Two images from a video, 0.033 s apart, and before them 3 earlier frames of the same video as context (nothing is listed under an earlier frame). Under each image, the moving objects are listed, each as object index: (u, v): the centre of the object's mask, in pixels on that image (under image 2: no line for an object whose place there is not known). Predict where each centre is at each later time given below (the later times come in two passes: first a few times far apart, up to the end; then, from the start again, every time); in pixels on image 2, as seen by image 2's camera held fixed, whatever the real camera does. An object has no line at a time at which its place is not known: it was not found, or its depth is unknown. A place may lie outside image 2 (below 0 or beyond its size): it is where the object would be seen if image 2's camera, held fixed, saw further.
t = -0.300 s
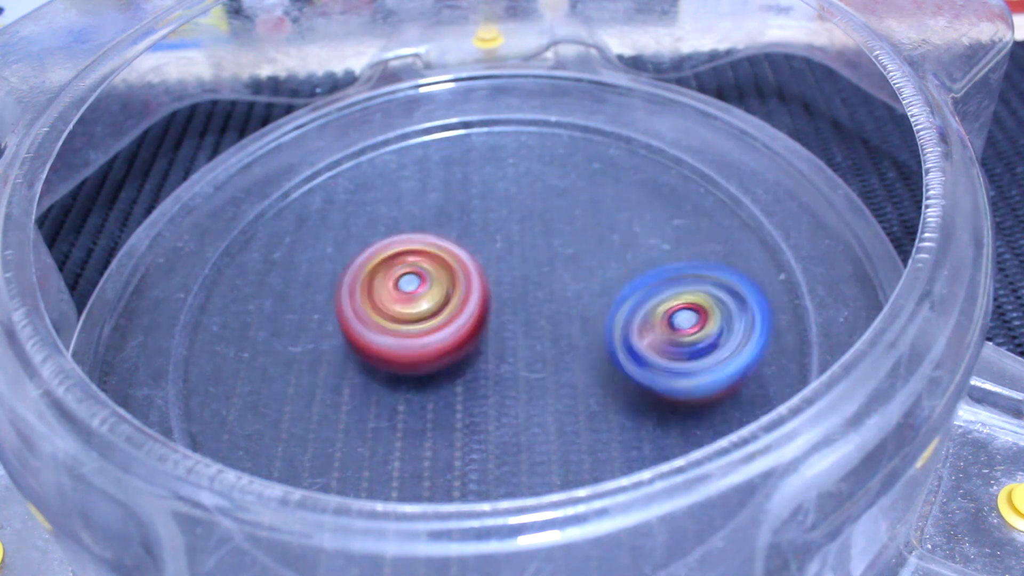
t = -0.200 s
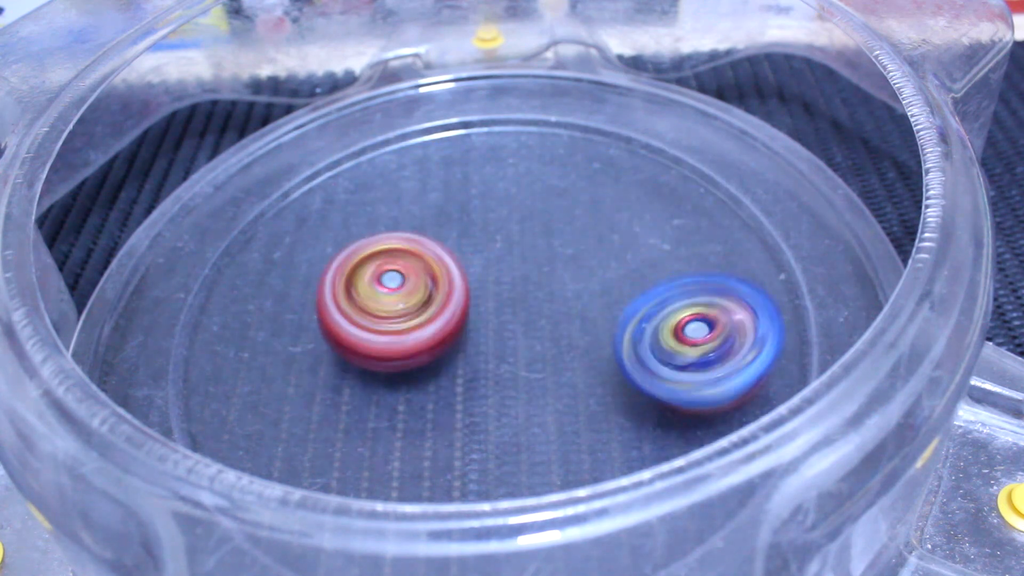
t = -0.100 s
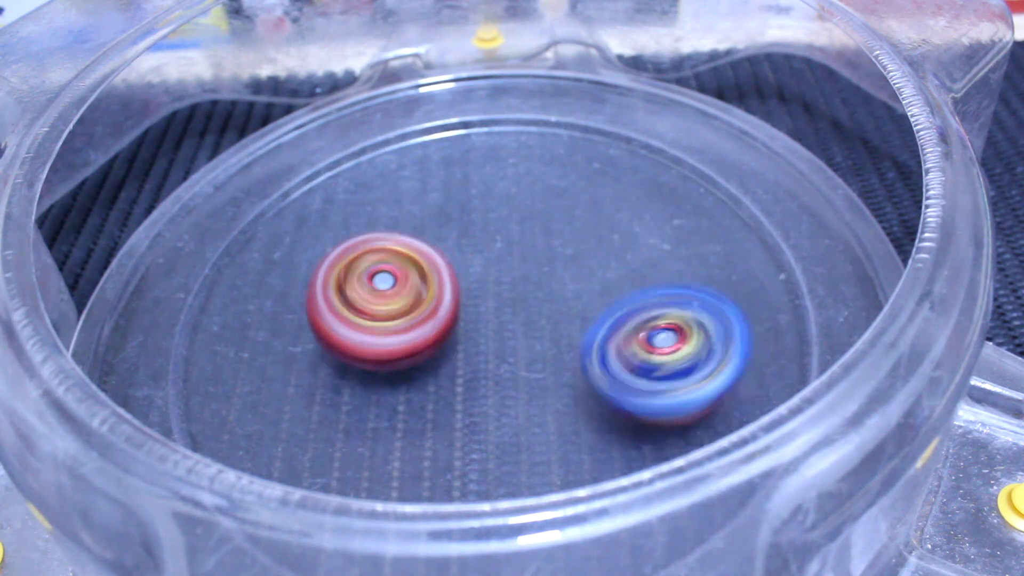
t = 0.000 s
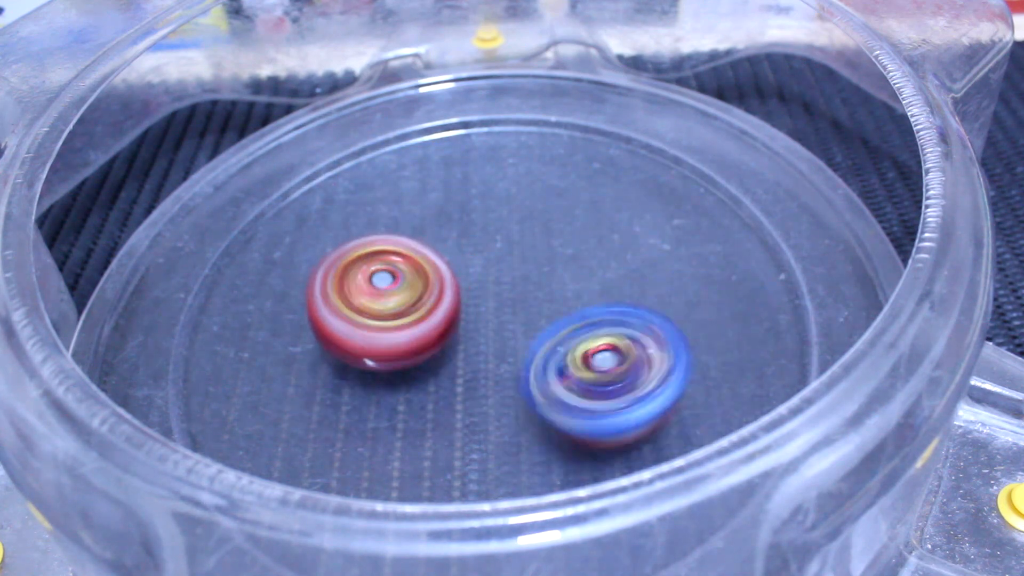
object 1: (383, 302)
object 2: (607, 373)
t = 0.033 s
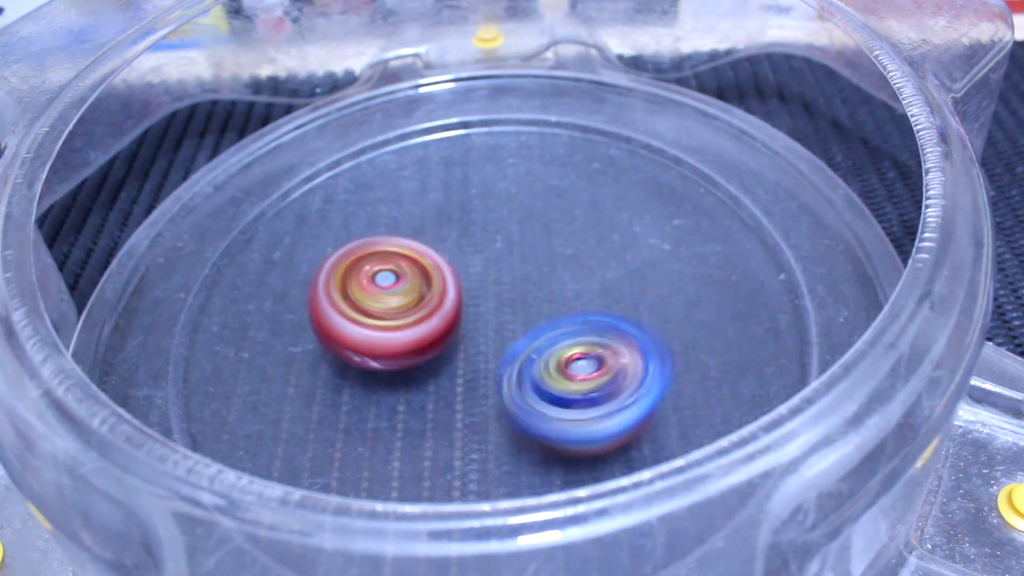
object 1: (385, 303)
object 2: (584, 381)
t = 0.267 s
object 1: (381, 284)
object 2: (468, 443)
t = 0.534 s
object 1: (415, 295)
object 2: (453, 431)
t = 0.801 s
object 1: (481, 217)
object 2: (425, 428)
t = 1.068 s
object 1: (514, 243)
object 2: (374, 357)
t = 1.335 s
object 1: (528, 245)
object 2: (325, 391)
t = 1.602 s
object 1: (531, 270)
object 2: (376, 347)
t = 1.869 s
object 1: (550, 271)
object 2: (369, 343)
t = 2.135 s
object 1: (553, 271)
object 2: (377, 360)
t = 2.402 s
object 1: (570, 259)
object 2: (357, 354)
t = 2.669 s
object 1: (552, 272)
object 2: (382, 341)
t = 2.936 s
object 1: (561, 277)
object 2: (392, 327)
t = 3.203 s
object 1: (595, 270)
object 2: (376, 322)
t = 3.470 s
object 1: (588, 264)
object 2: (353, 338)
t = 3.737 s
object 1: (560, 296)
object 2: (378, 323)
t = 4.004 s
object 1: (565, 325)
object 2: (396, 324)
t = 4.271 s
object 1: (576, 328)
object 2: (402, 339)
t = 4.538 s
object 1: (556, 318)
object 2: (402, 338)
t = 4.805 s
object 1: (533, 315)
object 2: (374, 327)
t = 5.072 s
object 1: (526, 327)
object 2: (365, 337)
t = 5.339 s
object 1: (521, 331)
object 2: (384, 351)
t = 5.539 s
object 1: (506, 329)
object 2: (378, 348)
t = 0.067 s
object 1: (388, 303)
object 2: (561, 389)
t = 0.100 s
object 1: (391, 304)
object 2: (538, 396)
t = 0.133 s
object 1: (395, 305)
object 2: (514, 403)
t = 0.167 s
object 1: (398, 306)
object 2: (490, 410)
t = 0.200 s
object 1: (395, 301)
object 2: (480, 424)
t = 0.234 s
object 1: (386, 292)
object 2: (473, 436)
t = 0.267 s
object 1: (381, 284)
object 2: (468, 443)
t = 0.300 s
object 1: (378, 280)
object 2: (465, 450)
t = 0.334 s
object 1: (378, 278)
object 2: (464, 453)
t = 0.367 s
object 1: (380, 278)
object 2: (465, 455)
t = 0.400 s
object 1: (384, 281)
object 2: (464, 455)
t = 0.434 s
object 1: (389, 284)
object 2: (465, 452)
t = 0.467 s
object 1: (397, 287)
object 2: (464, 448)
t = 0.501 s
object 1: (405, 290)
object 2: (460, 440)
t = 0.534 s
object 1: (415, 295)
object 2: (453, 431)
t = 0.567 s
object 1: (423, 294)
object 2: (445, 419)
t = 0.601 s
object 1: (429, 284)
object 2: (437, 424)
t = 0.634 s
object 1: (438, 259)
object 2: (433, 431)
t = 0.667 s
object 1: (450, 243)
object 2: (430, 435)
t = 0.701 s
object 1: (462, 232)
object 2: (426, 436)
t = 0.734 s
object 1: (469, 223)
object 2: (425, 436)
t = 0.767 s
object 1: (476, 218)
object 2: (425, 433)
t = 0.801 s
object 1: (481, 217)
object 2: (425, 428)
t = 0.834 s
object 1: (486, 220)
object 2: (424, 420)
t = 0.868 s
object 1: (490, 223)
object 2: (422, 410)
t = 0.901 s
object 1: (495, 227)
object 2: (418, 397)
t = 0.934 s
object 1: (499, 234)
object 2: (415, 385)
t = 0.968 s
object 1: (502, 242)
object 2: (409, 372)
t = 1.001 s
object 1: (502, 248)
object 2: (405, 360)
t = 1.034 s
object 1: (503, 254)
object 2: (398, 348)
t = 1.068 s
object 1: (514, 243)
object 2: (374, 357)
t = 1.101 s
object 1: (524, 235)
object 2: (357, 364)
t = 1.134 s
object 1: (527, 229)
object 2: (342, 370)
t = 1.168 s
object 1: (530, 229)
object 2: (330, 376)
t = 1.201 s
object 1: (530, 232)
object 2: (321, 382)
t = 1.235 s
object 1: (529, 233)
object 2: (316, 387)
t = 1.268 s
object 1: (529, 238)
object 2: (316, 390)
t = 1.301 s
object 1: (529, 243)
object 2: (318, 392)
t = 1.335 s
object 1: (528, 245)
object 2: (325, 391)
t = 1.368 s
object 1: (528, 250)
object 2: (336, 388)
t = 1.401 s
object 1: (527, 256)
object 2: (346, 382)
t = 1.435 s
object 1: (524, 261)
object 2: (358, 373)
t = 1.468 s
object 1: (523, 266)
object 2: (367, 364)
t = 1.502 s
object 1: (520, 273)
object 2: (379, 353)
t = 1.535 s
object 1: (519, 278)
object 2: (383, 343)
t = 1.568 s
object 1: (527, 271)
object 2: (378, 346)
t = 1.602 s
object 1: (531, 270)
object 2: (376, 347)
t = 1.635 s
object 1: (531, 268)
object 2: (375, 346)
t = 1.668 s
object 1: (533, 269)
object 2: (375, 346)
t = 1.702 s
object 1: (533, 272)
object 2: (378, 344)
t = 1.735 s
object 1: (534, 273)
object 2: (382, 342)
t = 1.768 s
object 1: (535, 276)
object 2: (388, 338)
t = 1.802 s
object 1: (535, 277)
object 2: (392, 334)
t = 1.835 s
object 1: (545, 272)
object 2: (382, 338)
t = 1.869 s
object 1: (550, 271)
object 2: (369, 343)
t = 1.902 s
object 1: (552, 269)
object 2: (359, 348)
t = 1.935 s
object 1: (555, 269)
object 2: (353, 354)
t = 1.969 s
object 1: (556, 270)
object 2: (350, 358)
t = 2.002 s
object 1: (558, 268)
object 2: (351, 362)
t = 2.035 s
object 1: (559, 270)
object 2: (353, 364)
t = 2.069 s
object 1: (558, 268)
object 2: (359, 364)
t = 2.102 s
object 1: (557, 270)
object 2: (366, 363)
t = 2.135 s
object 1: (553, 271)
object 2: (377, 360)
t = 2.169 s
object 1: (552, 272)
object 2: (386, 355)
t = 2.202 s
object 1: (548, 276)
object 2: (397, 347)
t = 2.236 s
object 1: (545, 277)
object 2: (406, 340)
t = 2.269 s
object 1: (553, 270)
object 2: (396, 341)
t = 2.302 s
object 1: (563, 264)
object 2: (385, 345)
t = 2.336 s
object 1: (567, 260)
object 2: (374, 348)
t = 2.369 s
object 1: (569, 259)
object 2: (363, 351)
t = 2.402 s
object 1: (570, 259)
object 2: (357, 354)
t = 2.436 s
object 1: (571, 260)
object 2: (353, 356)
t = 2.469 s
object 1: (572, 260)
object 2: (351, 357)
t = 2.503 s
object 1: (570, 261)
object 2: (352, 357)
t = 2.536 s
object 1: (567, 262)
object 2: (355, 357)
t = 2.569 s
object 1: (564, 264)
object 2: (360, 354)
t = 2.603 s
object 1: (560, 266)
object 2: (365, 351)
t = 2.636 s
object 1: (556, 270)
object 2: (374, 346)
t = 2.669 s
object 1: (552, 272)
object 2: (382, 341)
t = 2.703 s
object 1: (547, 277)
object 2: (390, 334)
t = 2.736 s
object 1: (544, 280)
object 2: (399, 328)
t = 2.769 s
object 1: (550, 276)
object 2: (390, 327)
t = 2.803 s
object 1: (555, 274)
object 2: (390, 328)
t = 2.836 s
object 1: (558, 271)
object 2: (386, 328)
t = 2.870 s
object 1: (558, 273)
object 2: (388, 328)
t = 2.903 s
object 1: (558, 274)
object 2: (386, 327)
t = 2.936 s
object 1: (561, 277)
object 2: (392, 327)
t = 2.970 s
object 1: (562, 276)
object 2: (392, 325)
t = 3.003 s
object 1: (562, 280)
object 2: (398, 322)
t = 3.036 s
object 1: (561, 280)
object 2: (402, 320)
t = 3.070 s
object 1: (562, 284)
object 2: (407, 317)
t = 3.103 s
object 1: (563, 282)
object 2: (409, 316)
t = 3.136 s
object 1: (581, 278)
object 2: (394, 318)
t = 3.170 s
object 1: (590, 272)
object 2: (387, 320)
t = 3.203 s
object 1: (595, 270)
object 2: (376, 322)
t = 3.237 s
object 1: (599, 267)
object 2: (363, 325)
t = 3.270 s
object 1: (600, 267)
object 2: (353, 327)
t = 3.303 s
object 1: (603, 264)
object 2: (347, 330)
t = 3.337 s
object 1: (602, 264)
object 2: (340, 333)
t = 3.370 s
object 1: (602, 261)
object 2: (340, 335)
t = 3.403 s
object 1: (597, 262)
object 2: (342, 337)
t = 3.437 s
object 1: (594, 263)
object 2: (346, 339)
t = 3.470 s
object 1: (588, 264)
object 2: (353, 338)
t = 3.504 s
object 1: (583, 267)
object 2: (360, 337)
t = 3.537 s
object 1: (576, 270)
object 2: (371, 336)
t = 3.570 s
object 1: (570, 276)
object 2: (377, 334)
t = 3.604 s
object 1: (559, 280)
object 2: (390, 330)
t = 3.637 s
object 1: (550, 289)
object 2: (402, 328)
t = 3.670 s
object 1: (555, 292)
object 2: (380, 328)
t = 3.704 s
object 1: (558, 296)
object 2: (374, 326)
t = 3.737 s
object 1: (560, 296)
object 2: (378, 323)
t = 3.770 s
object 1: (556, 299)
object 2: (383, 324)
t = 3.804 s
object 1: (556, 304)
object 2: (383, 327)
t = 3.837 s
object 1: (557, 309)
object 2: (377, 330)
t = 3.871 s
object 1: (561, 314)
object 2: (368, 327)
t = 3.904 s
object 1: (564, 315)
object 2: (368, 317)
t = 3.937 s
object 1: (564, 318)
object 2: (382, 313)
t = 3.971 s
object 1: (565, 320)
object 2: (394, 317)
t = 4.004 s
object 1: (565, 325)
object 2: (396, 324)
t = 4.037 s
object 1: (569, 327)
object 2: (394, 330)
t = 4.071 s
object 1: (569, 328)
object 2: (393, 328)
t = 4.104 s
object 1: (571, 330)
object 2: (397, 324)
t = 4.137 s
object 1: (570, 330)
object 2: (404, 323)
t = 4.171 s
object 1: (570, 334)
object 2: (412, 325)
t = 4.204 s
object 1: (570, 333)
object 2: (415, 331)
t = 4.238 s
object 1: (576, 331)
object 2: (407, 338)
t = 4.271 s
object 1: (576, 328)
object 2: (402, 339)
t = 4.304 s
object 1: (569, 327)
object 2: (402, 340)
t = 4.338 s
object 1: (567, 329)
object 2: (406, 341)
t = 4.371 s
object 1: (572, 326)
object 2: (403, 341)
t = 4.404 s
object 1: (573, 321)
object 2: (399, 340)
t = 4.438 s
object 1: (568, 318)
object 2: (399, 339)
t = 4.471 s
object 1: (561, 318)
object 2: (402, 341)
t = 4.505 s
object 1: (558, 320)
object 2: (404, 338)
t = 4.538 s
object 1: (556, 318)
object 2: (402, 338)
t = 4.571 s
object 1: (557, 315)
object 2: (396, 340)
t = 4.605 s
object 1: (555, 309)
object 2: (387, 339)
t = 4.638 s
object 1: (550, 306)
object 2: (380, 336)
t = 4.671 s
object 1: (543, 307)
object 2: (376, 334)
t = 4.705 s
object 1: (535, 311)
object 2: (376, 332)
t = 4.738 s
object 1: (532, 315)
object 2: (381, 330)
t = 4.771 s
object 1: (530, 317)
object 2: (386, 327)
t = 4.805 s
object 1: (533, 315)
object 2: (374, 327)
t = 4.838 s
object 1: (532, 313)
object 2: (364, 329)
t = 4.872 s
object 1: (529, 312)
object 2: (359, 333)
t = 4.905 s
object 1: (526, 313)
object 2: (355, 335)
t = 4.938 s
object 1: (522, 317)
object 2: (354, 336)
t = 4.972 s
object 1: (522, 322)
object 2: (353, 337)
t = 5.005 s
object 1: (524, 325)
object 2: (355, 337)
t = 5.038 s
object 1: (525, 327)
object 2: (359, 336)
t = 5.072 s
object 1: (526, 327)
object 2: (365, 337)
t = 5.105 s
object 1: (526, 326)
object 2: (372, 338)
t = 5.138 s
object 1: (524, 326)
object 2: (377, 341)
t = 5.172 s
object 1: (521, 328)
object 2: (380, 344)
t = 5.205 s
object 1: (521, 330)
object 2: (383, 347)
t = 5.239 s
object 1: (521, 333)
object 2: (384, 350)
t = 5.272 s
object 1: (522, 333)
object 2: (385, 351)
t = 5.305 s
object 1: (523, 331)
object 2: (385, 351)
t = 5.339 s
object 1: (521, 331)
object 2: (384, 351)
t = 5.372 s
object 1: (517, 330)
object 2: (383, 350)
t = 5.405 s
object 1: (514, 331)
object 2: (382, 348)
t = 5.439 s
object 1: (511, 332)
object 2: (381, 347)
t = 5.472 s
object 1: (509, 331)
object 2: (381, 347)
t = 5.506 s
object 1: (507, 330)
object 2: (379, 347)
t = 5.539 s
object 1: (506, 329)
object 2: (378, 348)
